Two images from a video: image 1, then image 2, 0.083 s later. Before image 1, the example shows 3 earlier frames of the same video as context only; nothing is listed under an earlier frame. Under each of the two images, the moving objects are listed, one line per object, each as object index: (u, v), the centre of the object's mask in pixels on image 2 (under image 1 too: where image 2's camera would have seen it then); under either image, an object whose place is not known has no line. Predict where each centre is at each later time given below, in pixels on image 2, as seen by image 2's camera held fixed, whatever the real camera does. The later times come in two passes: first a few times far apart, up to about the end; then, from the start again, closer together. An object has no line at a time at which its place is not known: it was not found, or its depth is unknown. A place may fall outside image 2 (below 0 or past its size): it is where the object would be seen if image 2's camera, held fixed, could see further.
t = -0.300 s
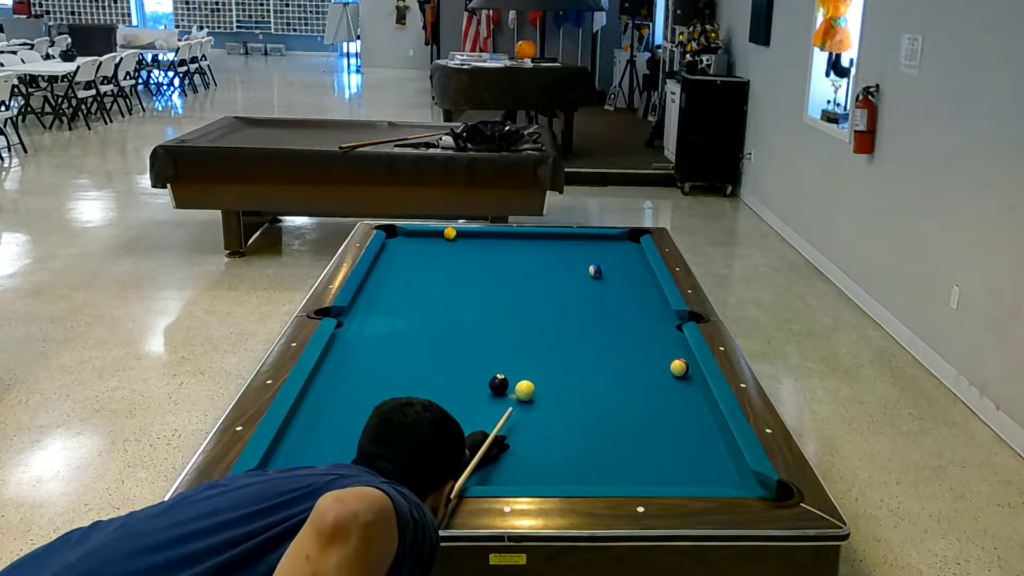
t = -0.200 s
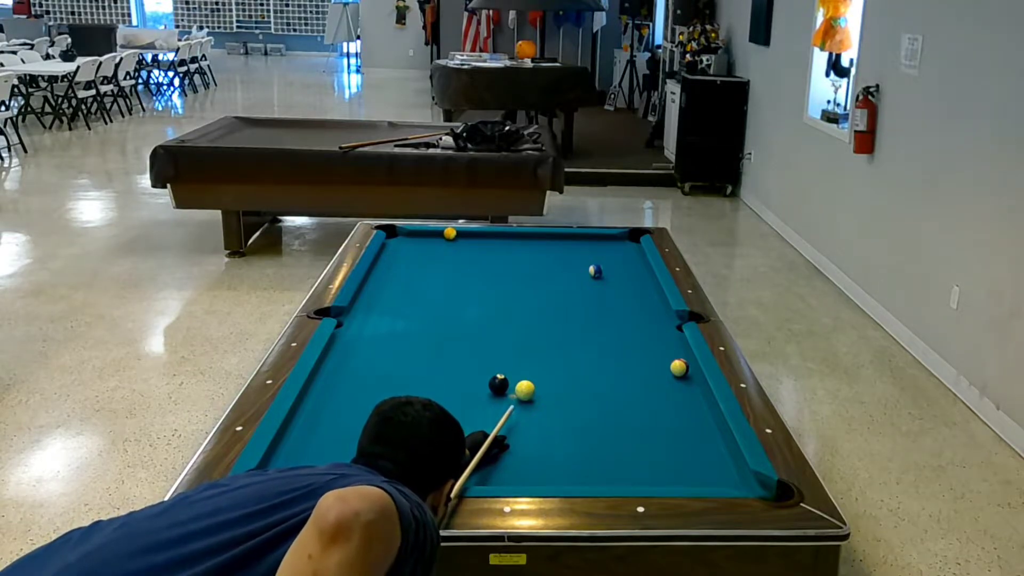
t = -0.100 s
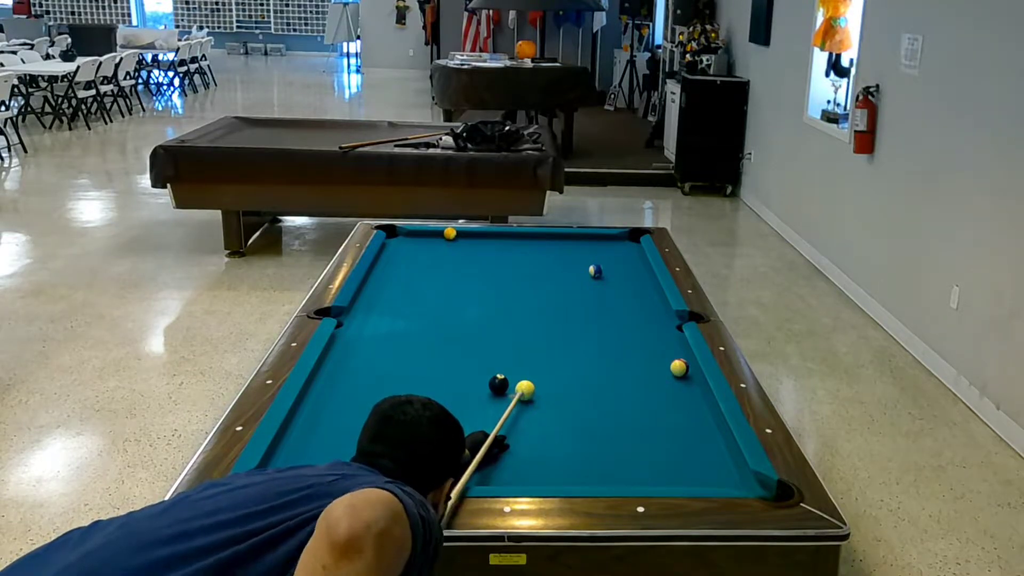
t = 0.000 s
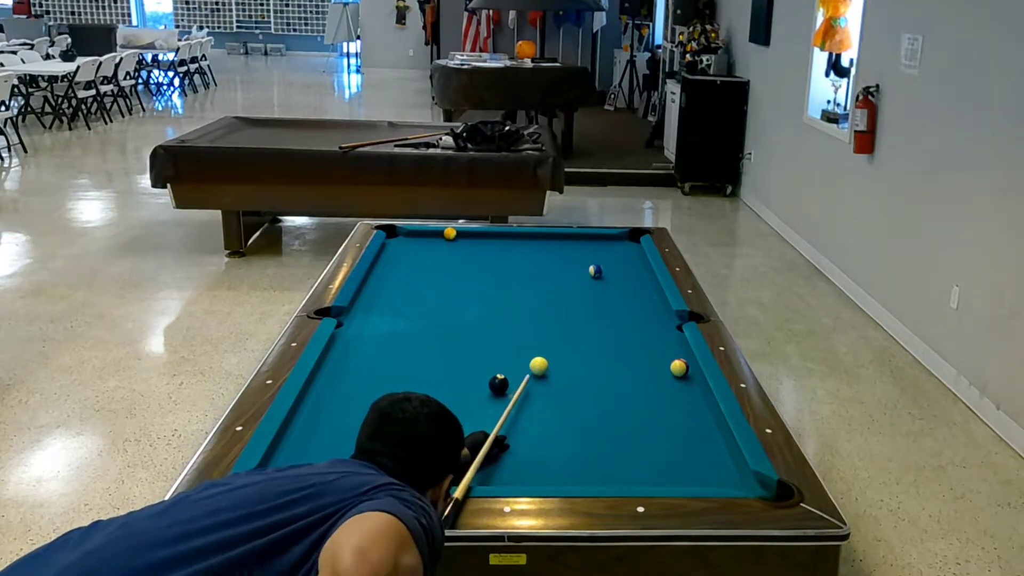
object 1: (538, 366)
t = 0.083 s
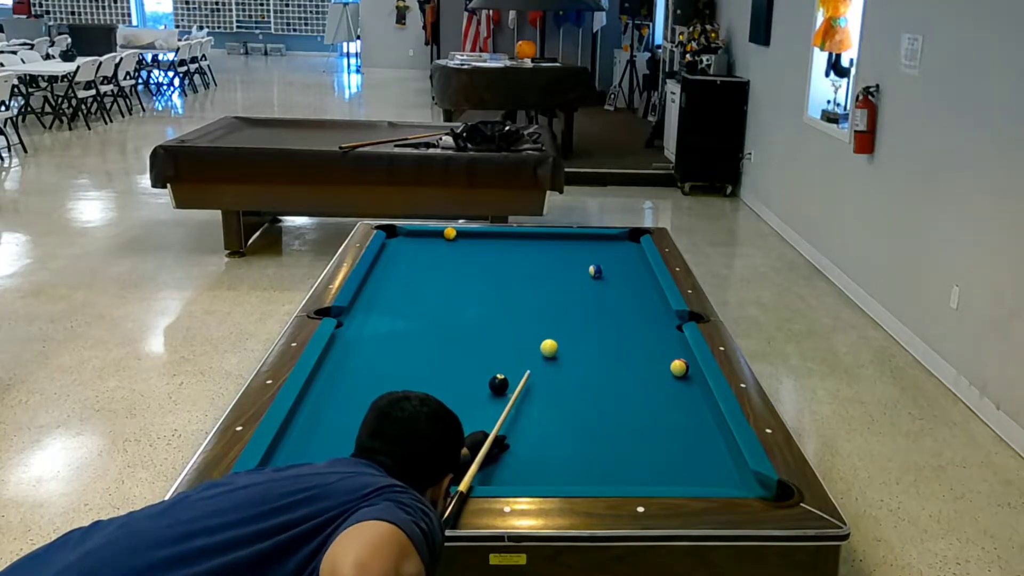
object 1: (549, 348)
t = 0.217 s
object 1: (563, 323)
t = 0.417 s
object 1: (581, 292)
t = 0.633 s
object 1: (586, 273)
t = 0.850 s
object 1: (578, 266)
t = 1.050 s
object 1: (572, 261)
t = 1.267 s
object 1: (566, 255)
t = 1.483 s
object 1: (561, 250)
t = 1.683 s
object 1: (556, 246)
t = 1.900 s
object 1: (552, 243)
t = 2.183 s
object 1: (548, 237)
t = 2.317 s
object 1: (546, 237)
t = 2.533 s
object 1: (544, 235)
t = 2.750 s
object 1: (543, 236)
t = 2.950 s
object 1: (543, 236)
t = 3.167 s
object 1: (542, 237)
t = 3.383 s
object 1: (542, 237)
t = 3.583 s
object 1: (542, 237)
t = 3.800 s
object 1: (542, 237)
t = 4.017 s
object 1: (542, 237)
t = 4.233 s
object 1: (542, 237)
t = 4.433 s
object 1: (542, 237)
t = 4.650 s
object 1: (542, 237)
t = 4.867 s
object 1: (542, 237)
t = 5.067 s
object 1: (542, 237)
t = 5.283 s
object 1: (542, 237)
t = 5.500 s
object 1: (542, 237)
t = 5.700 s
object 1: (542, 237)
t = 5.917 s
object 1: (542, 237)
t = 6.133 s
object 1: (542, 237)
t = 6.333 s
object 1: (542, 237)
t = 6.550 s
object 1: (542, 237)
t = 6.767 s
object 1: (542, 237)
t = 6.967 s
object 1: (542, 237)
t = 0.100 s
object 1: (551, 345)
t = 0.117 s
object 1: (552, 341)
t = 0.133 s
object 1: (554, 338)
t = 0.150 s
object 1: (556, 335)
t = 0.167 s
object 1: (558, 332)
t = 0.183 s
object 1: (560, 329)
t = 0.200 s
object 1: (561, 326)
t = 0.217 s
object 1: (563, 323)
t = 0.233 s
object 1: (565, 320)
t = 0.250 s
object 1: (566, 317)
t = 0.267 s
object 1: (568, 315)
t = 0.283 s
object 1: (569, 312)
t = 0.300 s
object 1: (571, 309)
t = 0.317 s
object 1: (572, 307)
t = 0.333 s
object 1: (574, 304)
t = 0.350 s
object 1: (575, 302)
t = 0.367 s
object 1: (577, 299)
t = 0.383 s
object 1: (578, 297)
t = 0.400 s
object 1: (579, 294)
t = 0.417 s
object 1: (581, 292)
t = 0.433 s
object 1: (582, 290)
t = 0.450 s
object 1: (583, 287)
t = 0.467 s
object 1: (585, 285)
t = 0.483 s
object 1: (586, 283)
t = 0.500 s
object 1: (587, 281)
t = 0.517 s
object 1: (588, 279)
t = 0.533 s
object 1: (589, 277)
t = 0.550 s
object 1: (591, 275)
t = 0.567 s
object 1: (590, 274)
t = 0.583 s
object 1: (589, 274)
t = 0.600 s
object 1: (588, 274)
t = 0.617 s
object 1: (587, 273)
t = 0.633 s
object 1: (586, 273)
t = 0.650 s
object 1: (585, 273)
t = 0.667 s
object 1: (584, 272)
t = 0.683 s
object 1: (584, 272)
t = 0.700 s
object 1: (583, 271)
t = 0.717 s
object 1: (582, 271)
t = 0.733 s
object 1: (582, 270)
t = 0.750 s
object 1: (582, 270)
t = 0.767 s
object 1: (581, 269)
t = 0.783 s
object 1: (580, 268)
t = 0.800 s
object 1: (580, 268)
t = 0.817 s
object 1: (579, 267)
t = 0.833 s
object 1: (579, 267)
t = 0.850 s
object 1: (578, 266)
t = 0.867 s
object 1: (577, 266)
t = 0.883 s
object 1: (577, 265)
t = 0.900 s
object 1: (577, 265)
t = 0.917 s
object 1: (576, 264)
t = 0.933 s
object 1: (575, 264)
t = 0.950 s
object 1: (575, 263)
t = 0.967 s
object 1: (575, 263)
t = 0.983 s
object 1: (574, 262)
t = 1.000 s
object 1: (573, 262)
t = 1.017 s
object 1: (573, 262)
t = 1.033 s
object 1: (573, 261)
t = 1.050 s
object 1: (572, 261)
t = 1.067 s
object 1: (572, 260)
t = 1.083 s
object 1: (571, 260)
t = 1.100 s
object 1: (571, 259)
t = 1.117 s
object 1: (570, 259)
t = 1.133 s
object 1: (570, 258)
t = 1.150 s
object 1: (569, 258)
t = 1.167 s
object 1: (569, 258)
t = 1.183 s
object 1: (568, 257)
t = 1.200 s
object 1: (568, 257)
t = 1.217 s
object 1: (567, 256)
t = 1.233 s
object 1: (567, 256)
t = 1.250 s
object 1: (566, 255)
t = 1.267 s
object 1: (566, 255)
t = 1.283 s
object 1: (566, 255)
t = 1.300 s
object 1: (565, 254)
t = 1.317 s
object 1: (565, 254)
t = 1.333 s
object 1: (564, 253)
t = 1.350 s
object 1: (564, 253)
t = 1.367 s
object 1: (563, 253)
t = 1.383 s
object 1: (563, 252)
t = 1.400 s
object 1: (563, 252)
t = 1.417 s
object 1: (562, 252)
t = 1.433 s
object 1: (562, 251)
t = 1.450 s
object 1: (561, 251)
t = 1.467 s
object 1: (561, 250)
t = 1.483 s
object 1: (561, 250)
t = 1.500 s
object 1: (560, 250)
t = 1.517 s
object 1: (560, 249)
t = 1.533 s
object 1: (560, 249)
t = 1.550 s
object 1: (559, 249)
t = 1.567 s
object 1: (559, 248)
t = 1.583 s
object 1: (558, 248)
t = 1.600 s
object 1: (558, 248)
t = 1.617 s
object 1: (558, 247)
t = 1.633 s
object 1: (557, 247)
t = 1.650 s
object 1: (557, 247)
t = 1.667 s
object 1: (557, 246)
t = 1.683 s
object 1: (556, 246)
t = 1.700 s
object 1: (556, 246)
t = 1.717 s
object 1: (556, 245)
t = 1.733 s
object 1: (556, 245)
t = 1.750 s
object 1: (555, 244)
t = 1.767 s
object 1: (555, 244)
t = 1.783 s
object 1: (555, 244)
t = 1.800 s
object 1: (554, 244)
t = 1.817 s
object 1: (554, 244)
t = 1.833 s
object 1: (554, 243)
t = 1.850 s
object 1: (553, 243)
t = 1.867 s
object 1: (553, 243)
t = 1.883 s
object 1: (553, 243)
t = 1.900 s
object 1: (552, 243)
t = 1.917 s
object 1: (552, 242)
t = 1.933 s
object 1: (552, 242)
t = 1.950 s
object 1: (552, 242)
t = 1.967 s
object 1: (551, 241)
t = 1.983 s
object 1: (551, 241)
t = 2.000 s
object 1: (551, 241)
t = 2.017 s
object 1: (552, 242)
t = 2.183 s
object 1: (548, 237)
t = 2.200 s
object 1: (548, 237)
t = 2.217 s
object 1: (548, 237)
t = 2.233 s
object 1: (547, 237)
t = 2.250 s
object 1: (547, 237)
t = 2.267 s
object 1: (547, 238)
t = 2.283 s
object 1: (547, 237)
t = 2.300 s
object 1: (547, 237)
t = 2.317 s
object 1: (546, 237)
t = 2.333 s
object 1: (546, 237)
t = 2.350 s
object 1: (546, 237)
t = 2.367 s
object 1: (546, 236)
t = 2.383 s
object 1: (546, 236)
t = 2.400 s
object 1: (545, 236)
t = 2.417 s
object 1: (545, 236)
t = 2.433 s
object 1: (545, 236)
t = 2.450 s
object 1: (545, 236)
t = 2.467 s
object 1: (545, 236)
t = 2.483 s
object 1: (544, 236)
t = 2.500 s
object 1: (544, 235)
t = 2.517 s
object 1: (544, 235)
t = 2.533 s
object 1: (544, 235)
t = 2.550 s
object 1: (544, 235)
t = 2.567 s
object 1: (544, 235)
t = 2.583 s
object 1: (544, 235)
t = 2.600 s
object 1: (544, 235)
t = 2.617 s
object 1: (544, 235)
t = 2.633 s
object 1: (543, 235)
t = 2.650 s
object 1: (543, 235)
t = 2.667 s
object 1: (543, 236)
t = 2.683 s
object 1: (543, 236)
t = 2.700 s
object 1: (543, 236)
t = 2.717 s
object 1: (543, 235)
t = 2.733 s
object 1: (543, 236)
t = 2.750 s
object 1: (543, 236)
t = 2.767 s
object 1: (543, 236)
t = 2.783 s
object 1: (543, 236)
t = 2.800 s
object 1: (543, 236)
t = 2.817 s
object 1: (543, 236)
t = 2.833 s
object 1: (543, 236)
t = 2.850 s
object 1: (543, 236)
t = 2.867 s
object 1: (543, 236)
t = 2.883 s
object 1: (543, 236)
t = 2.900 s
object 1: (543, 236)
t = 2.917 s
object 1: (543, 236)
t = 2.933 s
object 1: (543, 236)
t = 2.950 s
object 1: (543, 236)
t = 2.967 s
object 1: (543, 236)
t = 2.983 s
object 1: (543, 236)
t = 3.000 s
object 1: (543, 236)
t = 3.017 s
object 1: (543, 236)
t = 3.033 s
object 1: (543, 236)
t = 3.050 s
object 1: (543, 236)
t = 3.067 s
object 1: (543, 236)
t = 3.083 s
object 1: (542, 236)
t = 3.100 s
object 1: (542, 236)
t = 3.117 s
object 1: (542, 236)
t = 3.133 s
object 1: (542, 236)
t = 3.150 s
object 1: (542, 237)
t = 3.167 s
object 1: (542, 237)
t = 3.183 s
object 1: (542, 237)
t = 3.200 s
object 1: (542, 237)
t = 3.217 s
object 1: (542, 237)
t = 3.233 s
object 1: (542, 237)
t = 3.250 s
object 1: (542, 237)
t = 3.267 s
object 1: (542, 237)
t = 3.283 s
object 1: (542, 237)
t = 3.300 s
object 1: (542, 237)
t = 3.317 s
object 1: (542, 237)
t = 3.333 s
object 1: (542, 237)
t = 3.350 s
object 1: (542, 237)
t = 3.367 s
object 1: (542, 237)
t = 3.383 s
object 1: (542, 237)
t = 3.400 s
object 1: (542, 237)
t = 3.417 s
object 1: (542, 237)
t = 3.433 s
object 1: (542, 237)
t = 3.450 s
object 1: (542, 237)
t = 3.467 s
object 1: (542, 237)
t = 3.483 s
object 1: (542, 237)
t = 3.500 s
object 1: (542, 237)
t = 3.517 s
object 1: (542, 237)
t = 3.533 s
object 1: (542, 237)
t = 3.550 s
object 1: (542, 237)
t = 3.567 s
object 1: (542, 237)
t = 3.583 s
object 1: (542, 237)
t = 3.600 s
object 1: (542, 237)
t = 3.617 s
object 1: (542, 237)
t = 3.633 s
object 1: (542, 237)
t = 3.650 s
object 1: (542, 237)
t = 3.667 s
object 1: (542, 237)
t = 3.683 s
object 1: (542, 237)
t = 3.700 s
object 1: (542, 237)
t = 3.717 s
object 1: (542, 237)
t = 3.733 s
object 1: (542, 237)
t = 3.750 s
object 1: (542, 237)
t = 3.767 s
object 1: (542, 237)
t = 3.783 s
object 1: (542, 237)
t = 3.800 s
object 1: (542, 237)
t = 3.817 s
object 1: (542, 237)
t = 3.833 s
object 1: (542, 237)
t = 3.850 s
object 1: (542, 237)
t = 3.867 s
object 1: (542, 237)
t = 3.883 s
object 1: (542, 237)
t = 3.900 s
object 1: (542, 237)
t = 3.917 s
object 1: (542, 237)
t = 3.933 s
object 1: (542, 237)
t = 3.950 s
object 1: (542, 237)
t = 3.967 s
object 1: (542, 237)
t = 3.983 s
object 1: (542, 237)
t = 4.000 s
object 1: (542, 237)
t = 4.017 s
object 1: (542, 237)
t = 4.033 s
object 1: (542, 237)
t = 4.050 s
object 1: (542, 237)
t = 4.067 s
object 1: (542, 237)
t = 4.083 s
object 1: (542, 237)
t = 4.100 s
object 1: (542, 237)
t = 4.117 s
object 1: (542, 237)
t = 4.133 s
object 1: (542, 237)
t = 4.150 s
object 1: (542, 237)
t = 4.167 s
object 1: (542, 237)
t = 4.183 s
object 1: (542, 237)
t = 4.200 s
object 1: (542, 237)
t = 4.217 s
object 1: (542, 237)
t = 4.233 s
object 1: (542, 237)
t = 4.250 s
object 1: (542, 237)
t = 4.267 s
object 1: (542, 237)
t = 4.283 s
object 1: (542, 237)
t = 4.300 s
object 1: (542, 237)
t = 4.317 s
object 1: (542, 237)
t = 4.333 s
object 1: (542, 237)
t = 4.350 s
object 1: (542, 237)
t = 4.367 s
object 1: (542, 237)
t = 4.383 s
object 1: (542, 237)
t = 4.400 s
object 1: (542, 237)
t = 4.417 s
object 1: (542, 237)
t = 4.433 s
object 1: (542, 237)
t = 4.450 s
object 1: (542, 237)
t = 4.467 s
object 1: (542, 237)
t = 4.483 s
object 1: (542, 237)
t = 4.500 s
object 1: (542, 237)
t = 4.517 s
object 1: (542, 237)
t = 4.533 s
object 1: (542, 237)
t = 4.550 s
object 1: (542, 237)
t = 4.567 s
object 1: (542, 237)
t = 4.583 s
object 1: (542, 237)
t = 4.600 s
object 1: (542, 237)
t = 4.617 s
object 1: (542, 237)
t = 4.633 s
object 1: (542, 237)
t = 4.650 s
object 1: (542, 237)
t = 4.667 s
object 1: (542, 237)
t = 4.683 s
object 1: (542, 237)
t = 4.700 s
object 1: (542, 237)
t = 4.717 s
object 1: (542, 237)
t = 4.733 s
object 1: (542, 237)
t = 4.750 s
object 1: (542, 237)
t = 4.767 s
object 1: (542, 237)
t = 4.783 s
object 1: (542, 237)
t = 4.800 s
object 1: (542, 237)
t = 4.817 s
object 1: (542, 237)
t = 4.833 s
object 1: (542, 237)
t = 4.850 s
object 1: (542, 237)
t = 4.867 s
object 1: (542, 237)
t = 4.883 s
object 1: (542, 237)
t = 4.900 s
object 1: (542, 237)
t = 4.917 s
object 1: (542, 237)
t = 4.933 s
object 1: (542, 237)
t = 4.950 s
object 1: (542, 237)
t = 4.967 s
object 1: (542, 237)
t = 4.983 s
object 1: (542, 237)
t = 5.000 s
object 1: (542, 237)
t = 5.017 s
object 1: (542, 237)
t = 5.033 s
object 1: (542, 237)
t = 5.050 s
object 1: (542, 237)
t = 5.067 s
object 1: (542, 237)
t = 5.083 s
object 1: (542, 237)
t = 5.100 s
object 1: (542, 237)
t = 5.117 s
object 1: (542, 237)
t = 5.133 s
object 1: (542, 237)
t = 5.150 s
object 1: (542, 237)
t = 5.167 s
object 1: (542, 237)
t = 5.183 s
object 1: (542, 237)
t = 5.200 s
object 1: (542, 237)
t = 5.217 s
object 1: (542, 237)
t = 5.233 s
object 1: (542, 237)
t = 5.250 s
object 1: (542, 237)
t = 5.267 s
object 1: (542, 237)
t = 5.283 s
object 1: (542, 237)
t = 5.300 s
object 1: (542, 237)
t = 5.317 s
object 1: (542, 237)
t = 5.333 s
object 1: (542, 237)
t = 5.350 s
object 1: (542, 237)
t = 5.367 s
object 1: (542, 237)
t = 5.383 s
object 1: (542, 237)
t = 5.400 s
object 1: (542, 237)
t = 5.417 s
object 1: (542, 237)
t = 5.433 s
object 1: (542, 237)
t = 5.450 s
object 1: (542, 237)
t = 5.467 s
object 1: (542, 237)
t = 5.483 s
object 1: (542, 237)
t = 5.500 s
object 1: (542, 237)
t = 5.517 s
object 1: (542, 237)
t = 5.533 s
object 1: (542, 237)
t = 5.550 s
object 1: (542, 237)
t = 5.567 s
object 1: (542, 237)
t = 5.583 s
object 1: (542, 237)
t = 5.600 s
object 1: (542, 237)
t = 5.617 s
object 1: (542, 237)
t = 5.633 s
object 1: (542, 237)
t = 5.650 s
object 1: (542, 237)
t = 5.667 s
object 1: (542, 237)
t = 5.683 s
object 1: (542, 237)
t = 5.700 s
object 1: (542, 237)
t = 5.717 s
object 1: (542, 237)
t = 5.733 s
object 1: (542, 237)
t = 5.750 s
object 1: (542, 237)
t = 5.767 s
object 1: (542, 237)
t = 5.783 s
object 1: (542, 237)
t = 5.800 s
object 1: (542, 237)
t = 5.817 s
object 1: (542, 237)
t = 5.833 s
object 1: (542, 237)
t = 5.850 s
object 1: (542, 237)
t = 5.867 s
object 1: (542, 237)
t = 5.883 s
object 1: (542, 237)
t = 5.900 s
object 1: (542, 237)
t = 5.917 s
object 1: (542, 237)
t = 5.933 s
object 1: (542, 237)
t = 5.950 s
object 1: (542, 237)
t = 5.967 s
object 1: (542, 237)
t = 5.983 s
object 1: (542, 237)
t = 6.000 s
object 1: (542, 237)
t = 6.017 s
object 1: (542, 237)
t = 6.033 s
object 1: (542, 237)
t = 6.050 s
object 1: (542, 237)
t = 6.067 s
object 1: (542, 237)
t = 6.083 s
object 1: (542, 237)
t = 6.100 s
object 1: (542, 237)
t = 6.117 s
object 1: (542, 237)
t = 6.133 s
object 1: (542, 237)
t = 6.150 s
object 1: (542, 237)
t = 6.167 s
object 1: (542, 237)
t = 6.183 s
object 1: (542, 237)
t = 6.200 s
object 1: (542, 237)
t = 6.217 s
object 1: (542, 237)
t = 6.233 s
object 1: (542, 237)
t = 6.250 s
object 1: (542, 237)
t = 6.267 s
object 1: (542, 237)
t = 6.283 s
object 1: (542, 237)
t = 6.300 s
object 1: (542, 237)
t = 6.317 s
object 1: (542, 237)
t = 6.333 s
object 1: (542, 237)
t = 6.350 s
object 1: (542, 237)
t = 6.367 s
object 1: (542, 237)
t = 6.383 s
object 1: (542, 237)
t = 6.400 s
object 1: (542, 237)
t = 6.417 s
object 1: (542, 237)
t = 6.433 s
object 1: (542, 237)
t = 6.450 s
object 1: (542, 237)
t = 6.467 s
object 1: (542, 237)
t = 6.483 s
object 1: (542, 237)
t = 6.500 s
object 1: (542, 237)
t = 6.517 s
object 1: (542, 237)
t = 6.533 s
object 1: (542, 237)
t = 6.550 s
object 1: (542, 237)
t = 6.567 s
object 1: (542, 237)
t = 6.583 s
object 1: (542, 237)
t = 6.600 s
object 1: (542, 237)
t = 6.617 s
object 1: (542, 237)
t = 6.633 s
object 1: (542, 237)
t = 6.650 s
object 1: (542, 237)
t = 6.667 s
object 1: (542, 237)
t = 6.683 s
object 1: (542, 237)
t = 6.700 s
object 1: (542, 237)
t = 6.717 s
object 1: (542, 237)
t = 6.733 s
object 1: (542, 237)
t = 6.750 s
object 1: (542, 237)
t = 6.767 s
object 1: (542, 237)
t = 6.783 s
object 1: (542, 237)
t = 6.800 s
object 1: (542, 237)
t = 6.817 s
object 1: (542, 237)
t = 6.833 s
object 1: (542, 237)
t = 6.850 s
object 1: (542, 237)
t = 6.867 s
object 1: (542, 237)
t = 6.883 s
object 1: (542, 237)
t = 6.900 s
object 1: (542, 237)
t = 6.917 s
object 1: (542, 237)
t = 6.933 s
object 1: (542, 237)
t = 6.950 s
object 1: (542, 237)
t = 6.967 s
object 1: (542, 237)
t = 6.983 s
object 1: (542, 237)
